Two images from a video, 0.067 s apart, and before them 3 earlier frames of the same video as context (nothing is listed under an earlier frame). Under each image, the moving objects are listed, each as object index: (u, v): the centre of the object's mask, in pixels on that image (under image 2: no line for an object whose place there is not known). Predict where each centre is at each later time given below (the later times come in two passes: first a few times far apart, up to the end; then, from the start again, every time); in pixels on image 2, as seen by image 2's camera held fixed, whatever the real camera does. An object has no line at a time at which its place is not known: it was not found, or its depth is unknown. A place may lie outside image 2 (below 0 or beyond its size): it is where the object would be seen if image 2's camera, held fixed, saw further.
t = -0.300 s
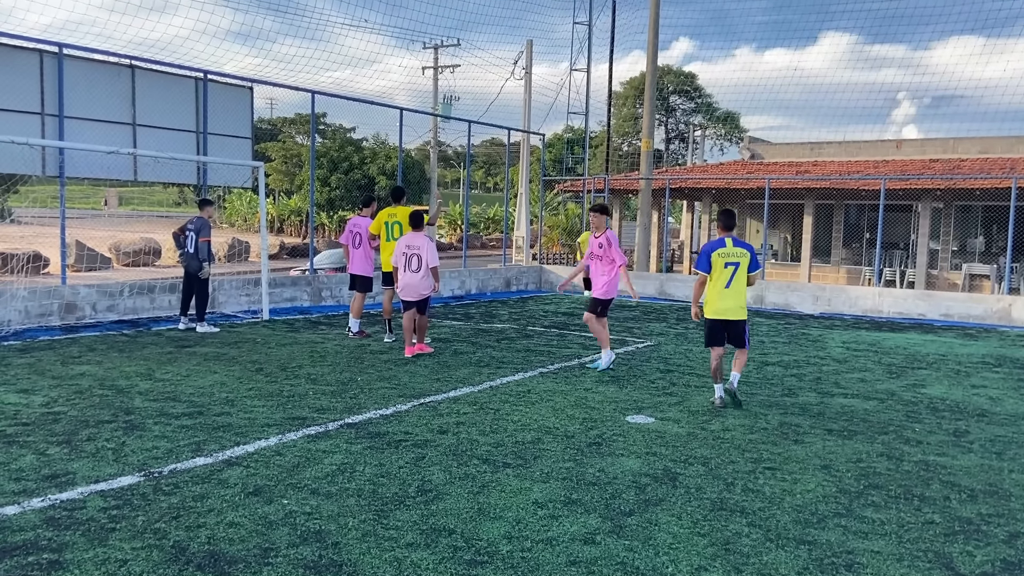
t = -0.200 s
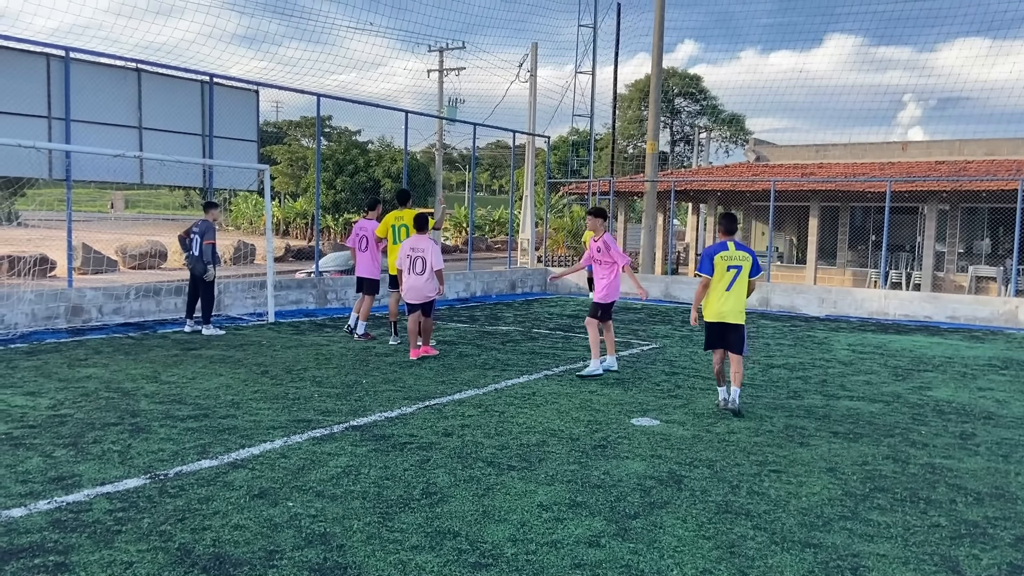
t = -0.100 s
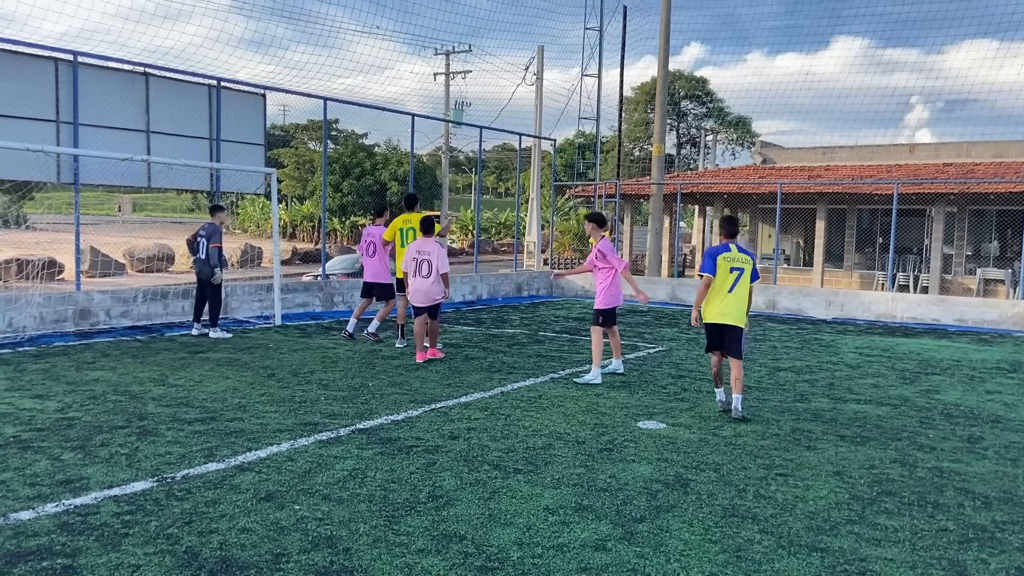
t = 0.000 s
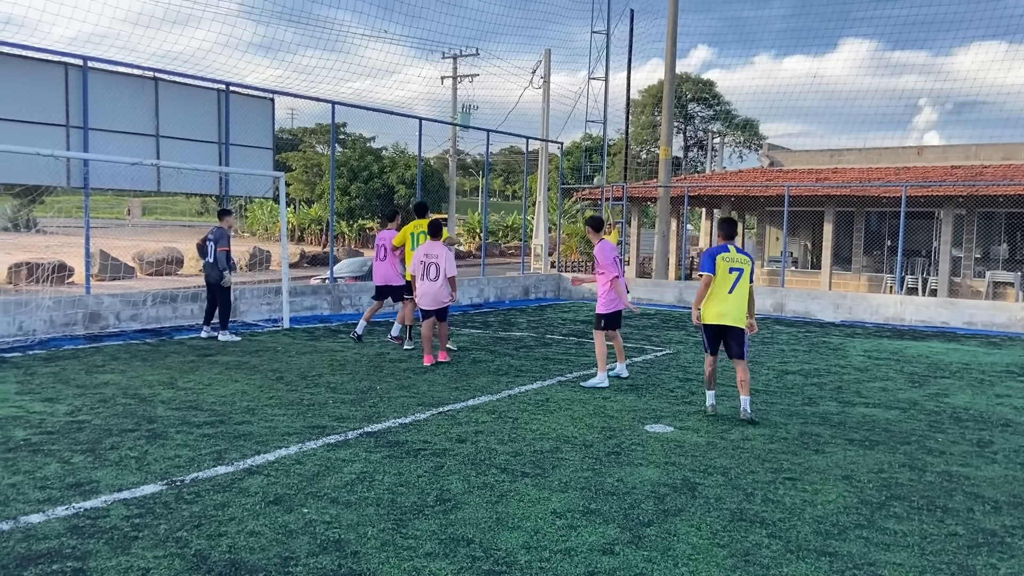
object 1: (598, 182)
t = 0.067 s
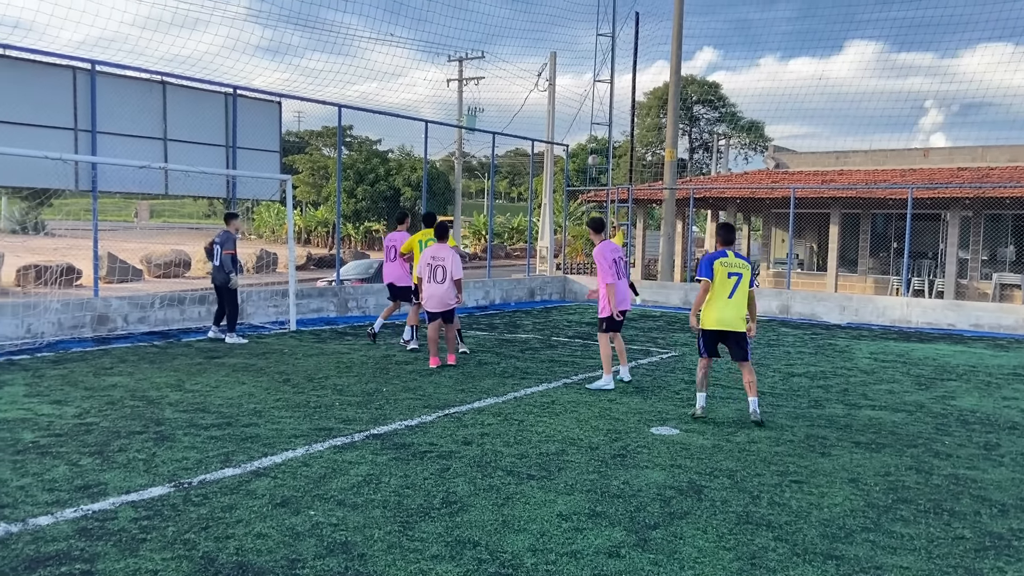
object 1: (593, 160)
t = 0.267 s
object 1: (558, 102)
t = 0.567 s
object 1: (493, 44)
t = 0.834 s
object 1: (421, 36)
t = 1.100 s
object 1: (330, 84)
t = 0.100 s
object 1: (589, 149)
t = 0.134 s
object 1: (583, 139)
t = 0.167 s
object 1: (576, 129)
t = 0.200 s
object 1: (571, 120)
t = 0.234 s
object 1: (564, 110)
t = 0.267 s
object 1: (558, 102)
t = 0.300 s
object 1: (551, 93)
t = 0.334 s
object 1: (545, 86)
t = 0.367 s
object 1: (538, 78)
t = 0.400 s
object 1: (531, 71)
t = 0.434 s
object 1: (523, 64)
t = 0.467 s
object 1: (517, 59)
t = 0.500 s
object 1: (509, 54)
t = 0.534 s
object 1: (501, 49)
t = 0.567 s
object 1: (493, 44)
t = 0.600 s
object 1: (485, 41)
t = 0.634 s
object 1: (477, 38)
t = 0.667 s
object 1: (468, 36)
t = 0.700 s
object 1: (459, 34)
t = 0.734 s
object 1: (450, 33)
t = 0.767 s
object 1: (440, 33)
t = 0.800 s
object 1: (431, 34)
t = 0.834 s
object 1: (421, 36)
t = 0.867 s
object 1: (410, 38)
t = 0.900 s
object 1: (400, 42)
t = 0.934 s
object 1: (389, 46)
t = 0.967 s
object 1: (378, 51)
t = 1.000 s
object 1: (366, 58)
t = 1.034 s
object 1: (355, 65)
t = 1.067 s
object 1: (343, 74)
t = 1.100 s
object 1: (330, 84)
